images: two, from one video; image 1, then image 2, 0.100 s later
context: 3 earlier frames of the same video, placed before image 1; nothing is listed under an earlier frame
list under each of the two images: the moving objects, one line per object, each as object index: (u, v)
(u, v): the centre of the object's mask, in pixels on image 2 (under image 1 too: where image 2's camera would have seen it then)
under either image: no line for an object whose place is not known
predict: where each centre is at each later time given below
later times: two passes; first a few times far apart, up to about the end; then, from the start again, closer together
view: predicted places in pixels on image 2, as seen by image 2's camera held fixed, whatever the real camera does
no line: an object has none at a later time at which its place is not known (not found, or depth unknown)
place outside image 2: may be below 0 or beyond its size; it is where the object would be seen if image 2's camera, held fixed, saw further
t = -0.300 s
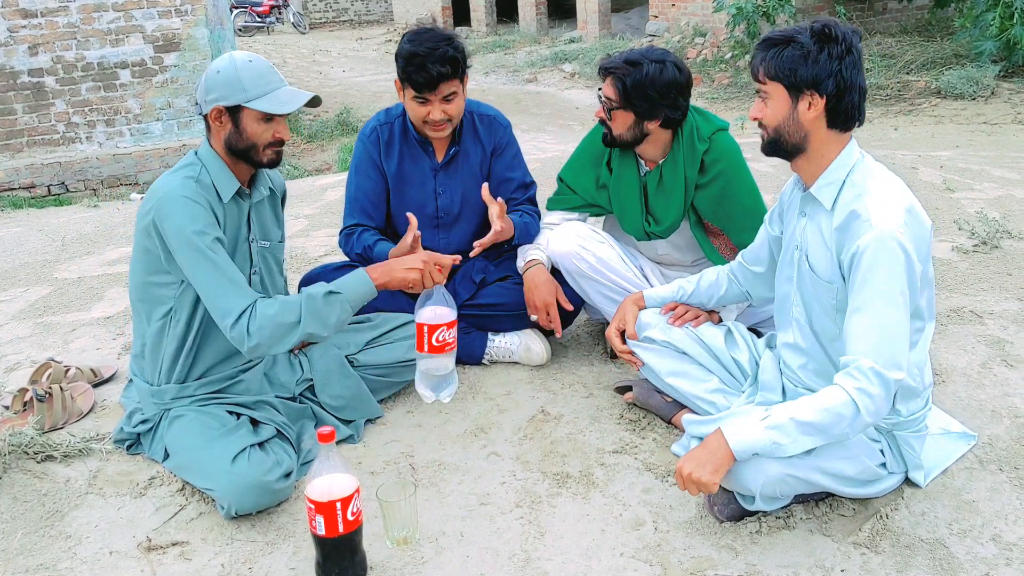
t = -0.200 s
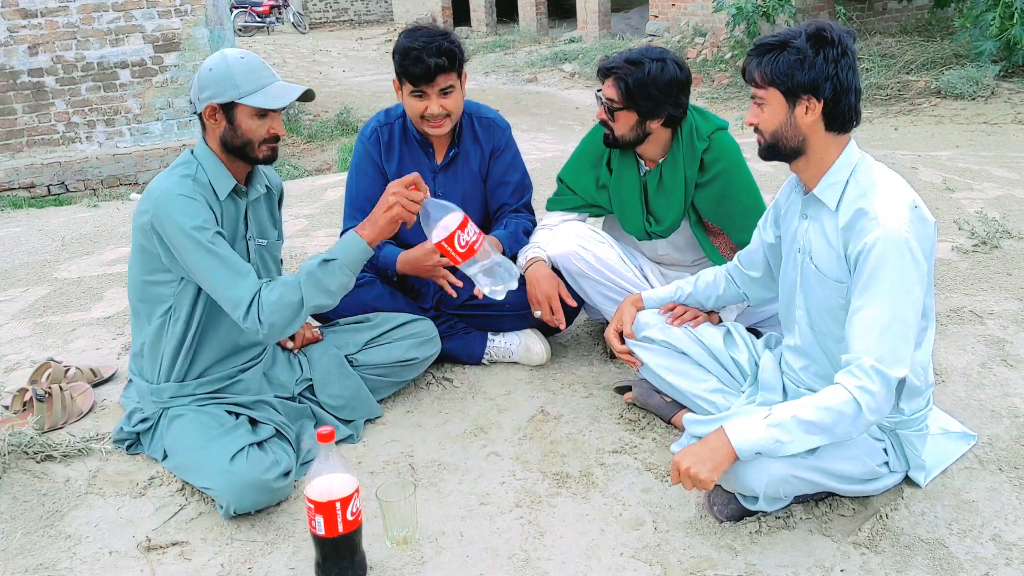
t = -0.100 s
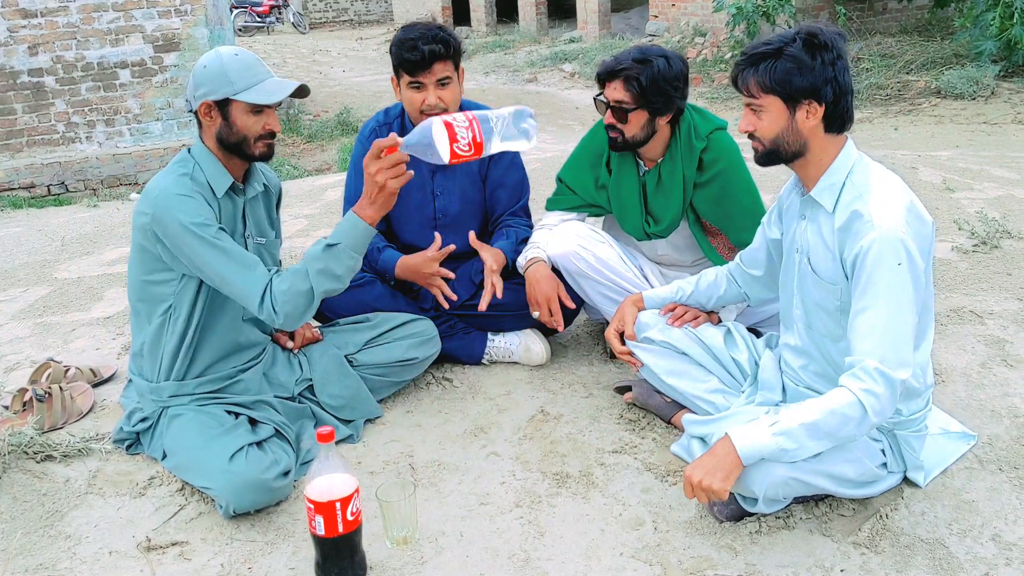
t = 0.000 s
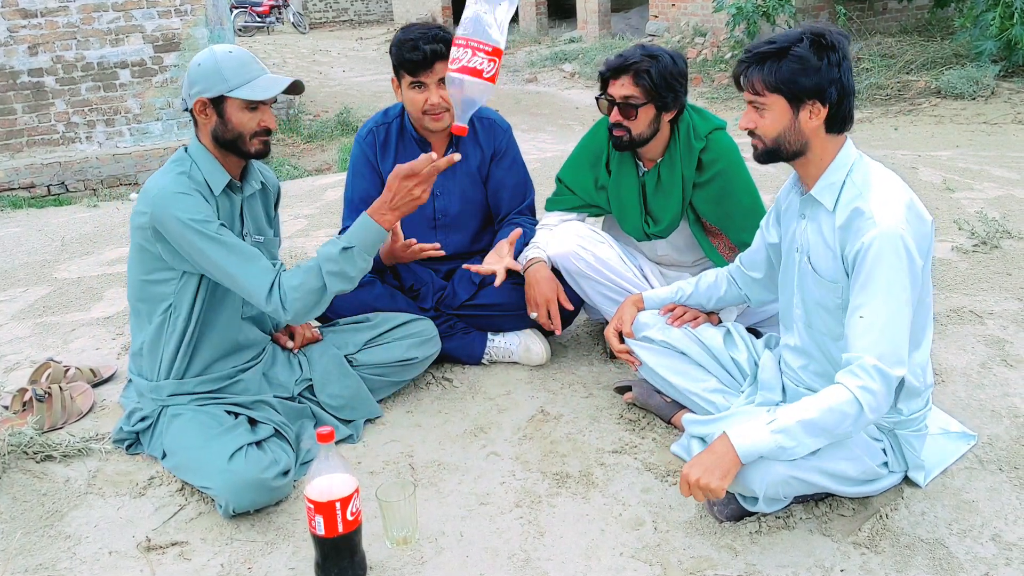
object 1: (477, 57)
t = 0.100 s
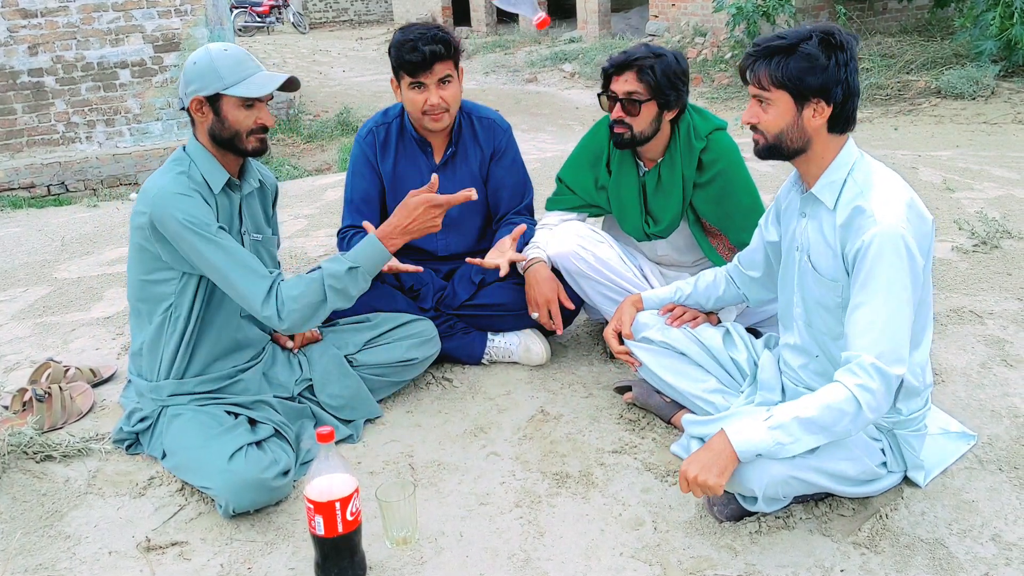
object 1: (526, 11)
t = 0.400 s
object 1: (414, 26)
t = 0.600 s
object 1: (431, 311)
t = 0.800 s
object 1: (435, 410)
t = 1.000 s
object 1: (464, 412)
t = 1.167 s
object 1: (501, 439)
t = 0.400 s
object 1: (414, 26)
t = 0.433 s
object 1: (428, 49)
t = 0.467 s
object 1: (432, 84)
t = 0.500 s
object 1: (431, 134)
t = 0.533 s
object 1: (431, 189)
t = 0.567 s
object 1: (430, 248)
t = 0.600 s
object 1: (431, 311)
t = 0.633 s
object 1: (432, 377)
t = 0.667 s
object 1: (433, 410)
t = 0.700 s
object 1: (432, 411)
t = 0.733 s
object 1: (432, 411)
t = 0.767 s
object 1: (433, 410)
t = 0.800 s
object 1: (435, 410)
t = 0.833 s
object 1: (438, 409)
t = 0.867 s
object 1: (442, 409)
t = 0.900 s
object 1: (447, 409)
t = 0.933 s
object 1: (452, 410)
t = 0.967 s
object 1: (458, 411)
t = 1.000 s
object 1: (464, 412)
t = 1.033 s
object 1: (472, 416)
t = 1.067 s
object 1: (484, 421)
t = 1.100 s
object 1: (491, 430)
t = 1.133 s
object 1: (498, 439)
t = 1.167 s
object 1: (501, 439)
